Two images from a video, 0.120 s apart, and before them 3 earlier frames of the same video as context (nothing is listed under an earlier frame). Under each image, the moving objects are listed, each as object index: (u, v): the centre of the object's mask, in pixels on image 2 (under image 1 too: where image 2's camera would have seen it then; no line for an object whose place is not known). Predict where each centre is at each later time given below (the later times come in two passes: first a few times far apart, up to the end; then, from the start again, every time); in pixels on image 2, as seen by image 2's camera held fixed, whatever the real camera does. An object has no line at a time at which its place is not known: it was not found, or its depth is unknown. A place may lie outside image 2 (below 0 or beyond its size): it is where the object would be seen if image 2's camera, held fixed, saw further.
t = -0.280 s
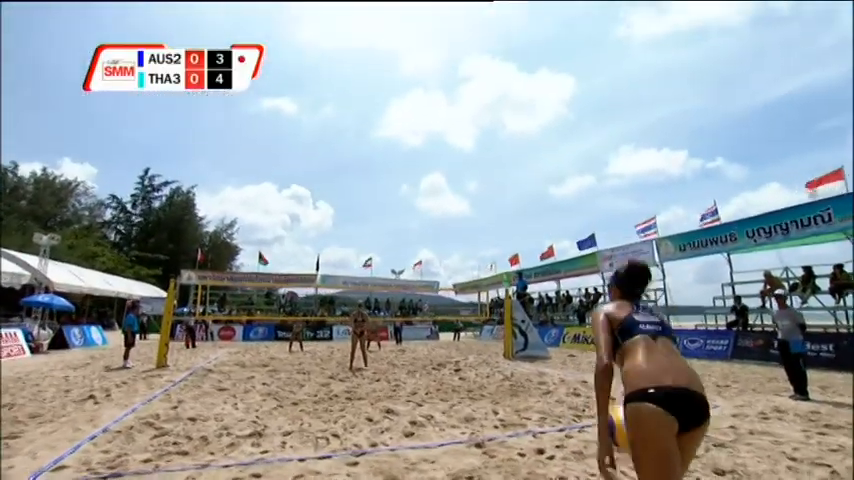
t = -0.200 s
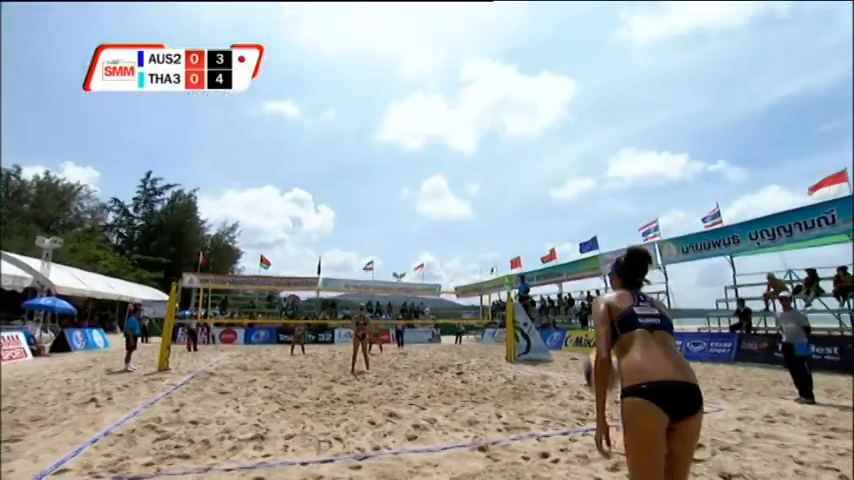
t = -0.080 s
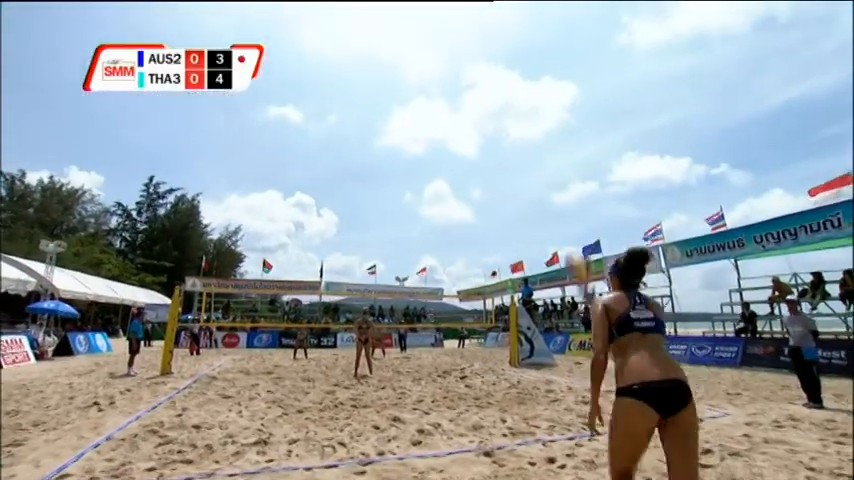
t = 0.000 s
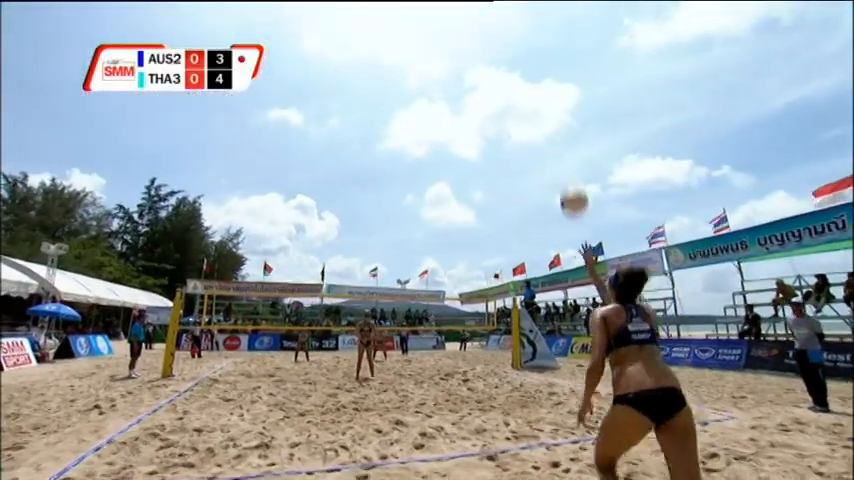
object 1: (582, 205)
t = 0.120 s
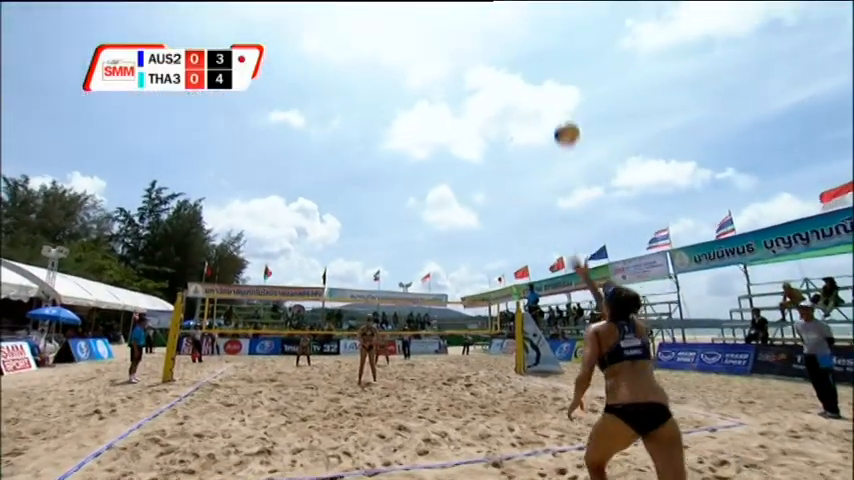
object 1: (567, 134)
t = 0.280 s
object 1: (554, 78)
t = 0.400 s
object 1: (547, 60)
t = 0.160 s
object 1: (563, 117)
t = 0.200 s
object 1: (559, 102)
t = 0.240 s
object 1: (557, 89)
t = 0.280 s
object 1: (554, 78)
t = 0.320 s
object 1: (551, 70)
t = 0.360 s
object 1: (549, 64)
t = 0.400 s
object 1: (547, 60)
